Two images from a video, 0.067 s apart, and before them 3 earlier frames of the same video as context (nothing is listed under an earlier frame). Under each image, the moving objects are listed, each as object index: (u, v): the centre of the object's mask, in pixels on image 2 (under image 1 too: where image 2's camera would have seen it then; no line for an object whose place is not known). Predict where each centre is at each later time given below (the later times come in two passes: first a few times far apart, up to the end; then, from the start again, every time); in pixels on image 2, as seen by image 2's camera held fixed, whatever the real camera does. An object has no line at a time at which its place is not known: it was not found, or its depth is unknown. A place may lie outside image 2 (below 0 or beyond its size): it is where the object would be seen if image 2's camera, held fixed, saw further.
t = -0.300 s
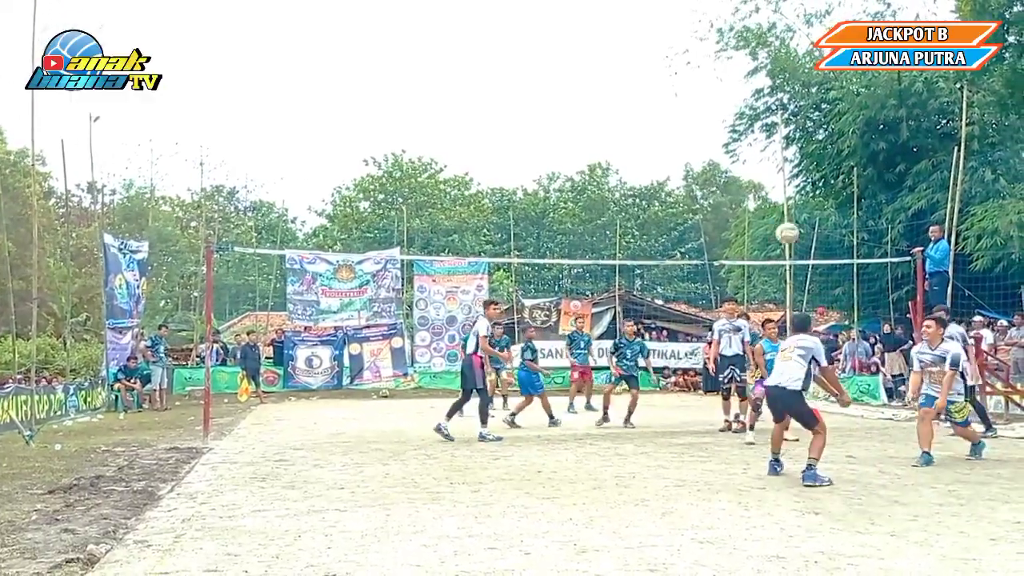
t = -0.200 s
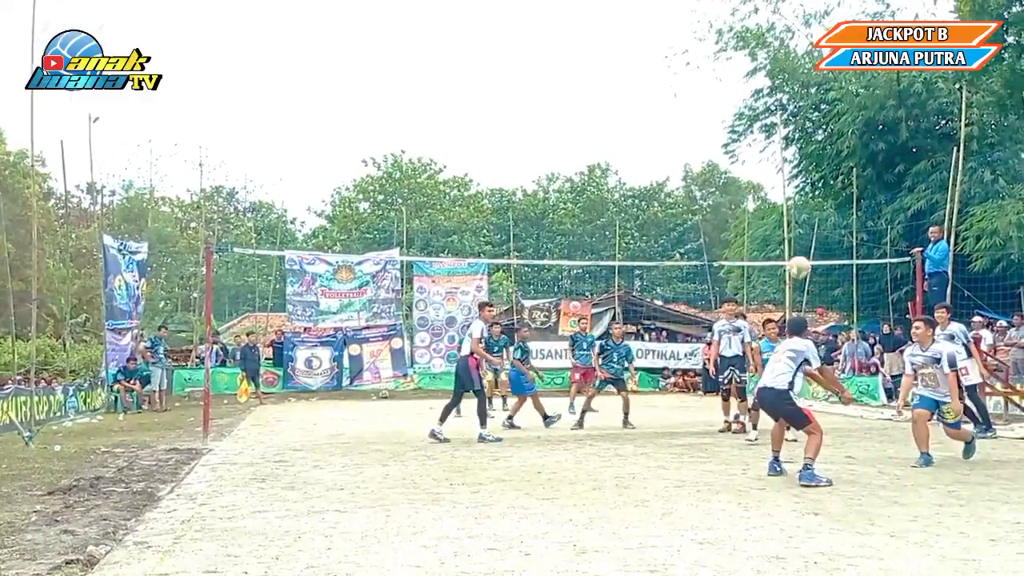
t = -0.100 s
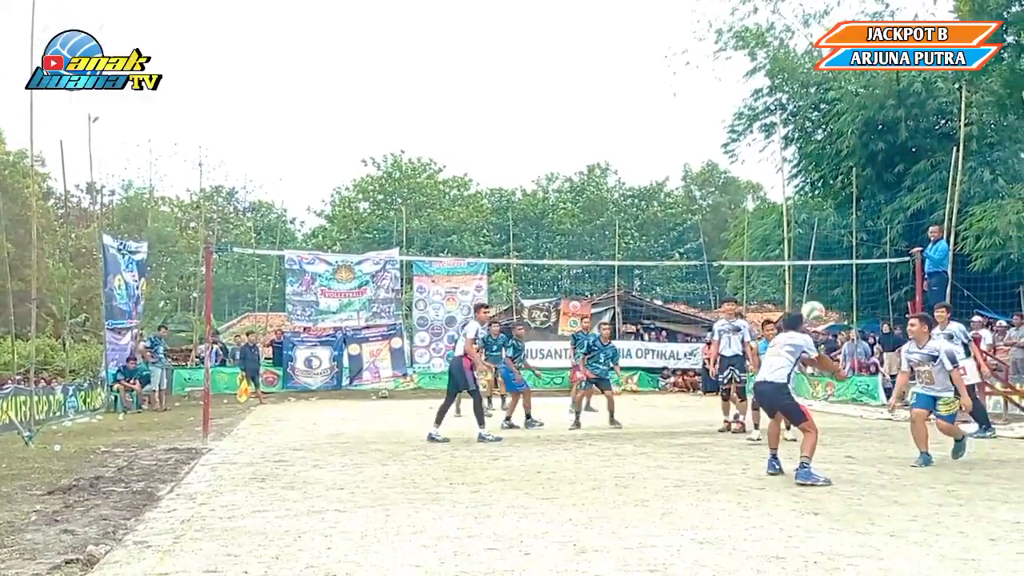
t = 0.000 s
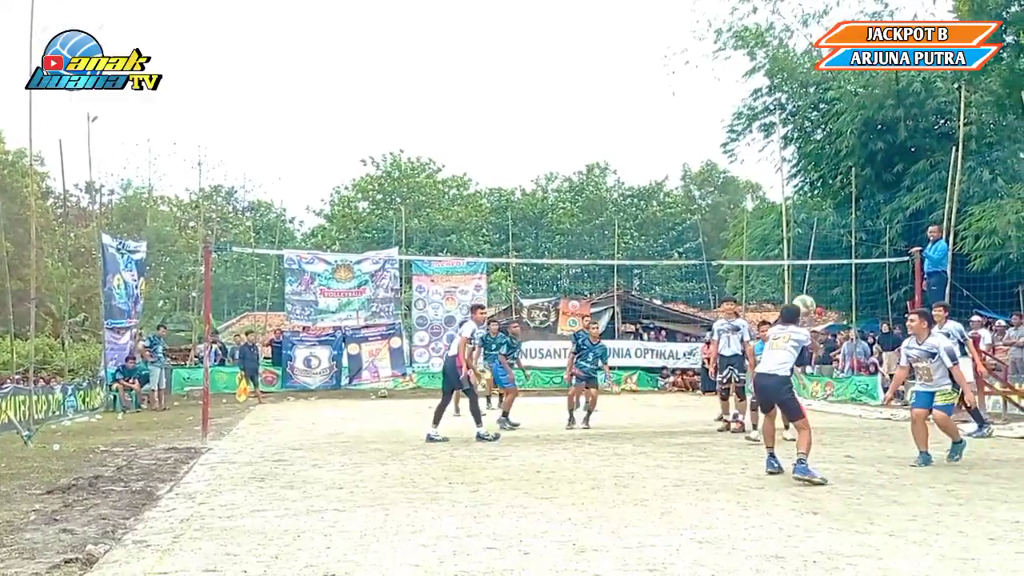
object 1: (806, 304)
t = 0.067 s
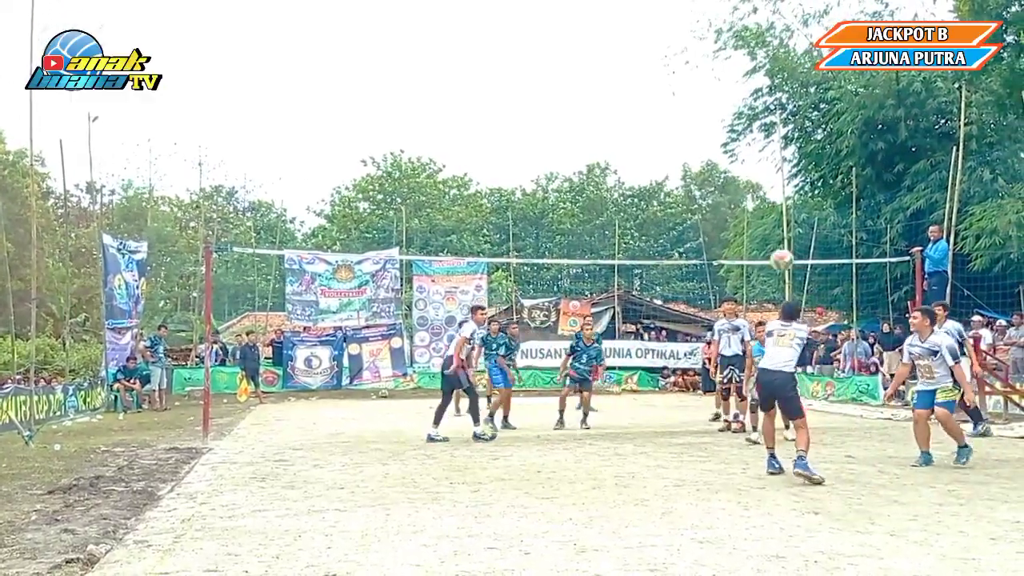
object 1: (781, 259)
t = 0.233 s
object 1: (731, 172)
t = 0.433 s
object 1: (673, 109)
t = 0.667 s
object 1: (614, 88)
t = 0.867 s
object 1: (569, 109)
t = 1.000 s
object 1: (541, 143)
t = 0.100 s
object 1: (770, 238)
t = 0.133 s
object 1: (759, 219)
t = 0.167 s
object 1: (749, 201)
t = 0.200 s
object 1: (739, 185)
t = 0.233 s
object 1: (731, 172)
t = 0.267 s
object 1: (720, 159)
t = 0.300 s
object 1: (710, 146)
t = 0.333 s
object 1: (700, 136)
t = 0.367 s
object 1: (691, 125)
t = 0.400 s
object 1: (682, 116)
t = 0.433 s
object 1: (673, 109)
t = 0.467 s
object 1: (664, 102)
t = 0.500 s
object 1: (655, 97)
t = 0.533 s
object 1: (647, 93)
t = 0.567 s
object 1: (638, 91)
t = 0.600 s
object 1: (630, 88)
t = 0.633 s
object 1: (622, 88)
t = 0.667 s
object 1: (614, 88)
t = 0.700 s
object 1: (607, 88)
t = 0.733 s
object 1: (599, 91)
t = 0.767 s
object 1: (591, 94)
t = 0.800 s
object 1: (583, 98)
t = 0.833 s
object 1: (576, 103)
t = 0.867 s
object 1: (569, 109)
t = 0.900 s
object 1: (561, 117)
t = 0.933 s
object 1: (555, 124)
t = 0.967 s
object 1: (547, 133)
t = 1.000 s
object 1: (541, 143)
